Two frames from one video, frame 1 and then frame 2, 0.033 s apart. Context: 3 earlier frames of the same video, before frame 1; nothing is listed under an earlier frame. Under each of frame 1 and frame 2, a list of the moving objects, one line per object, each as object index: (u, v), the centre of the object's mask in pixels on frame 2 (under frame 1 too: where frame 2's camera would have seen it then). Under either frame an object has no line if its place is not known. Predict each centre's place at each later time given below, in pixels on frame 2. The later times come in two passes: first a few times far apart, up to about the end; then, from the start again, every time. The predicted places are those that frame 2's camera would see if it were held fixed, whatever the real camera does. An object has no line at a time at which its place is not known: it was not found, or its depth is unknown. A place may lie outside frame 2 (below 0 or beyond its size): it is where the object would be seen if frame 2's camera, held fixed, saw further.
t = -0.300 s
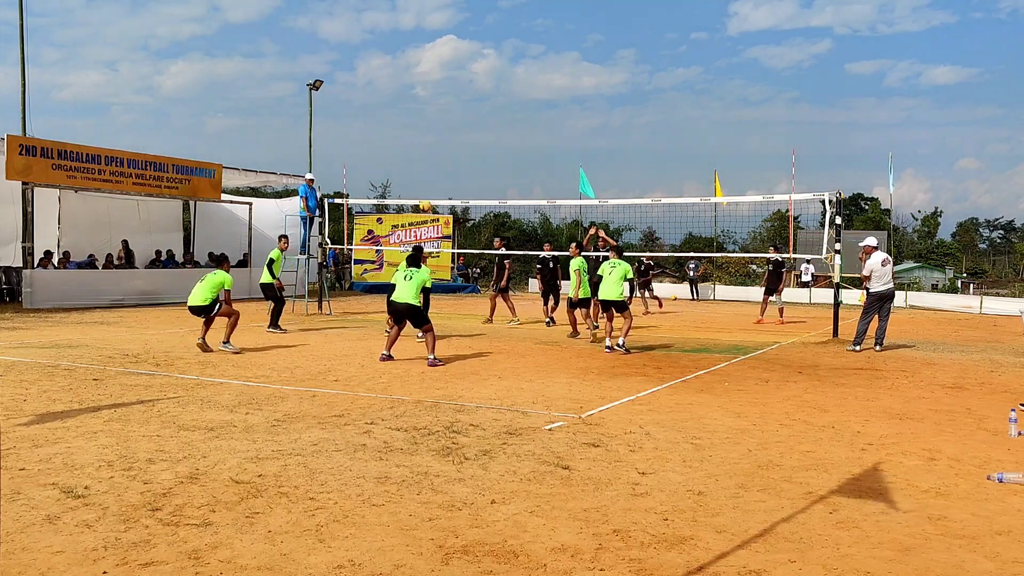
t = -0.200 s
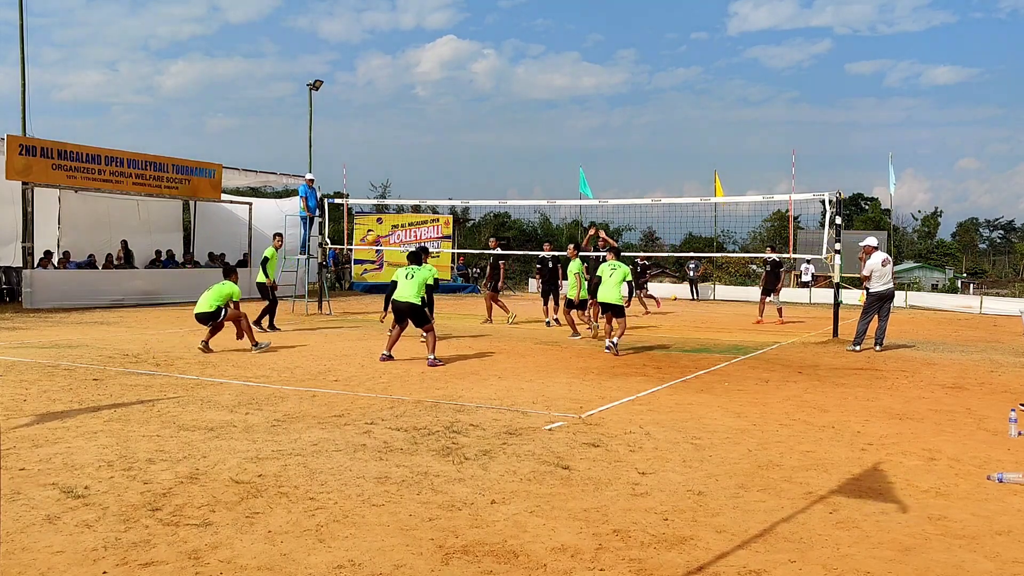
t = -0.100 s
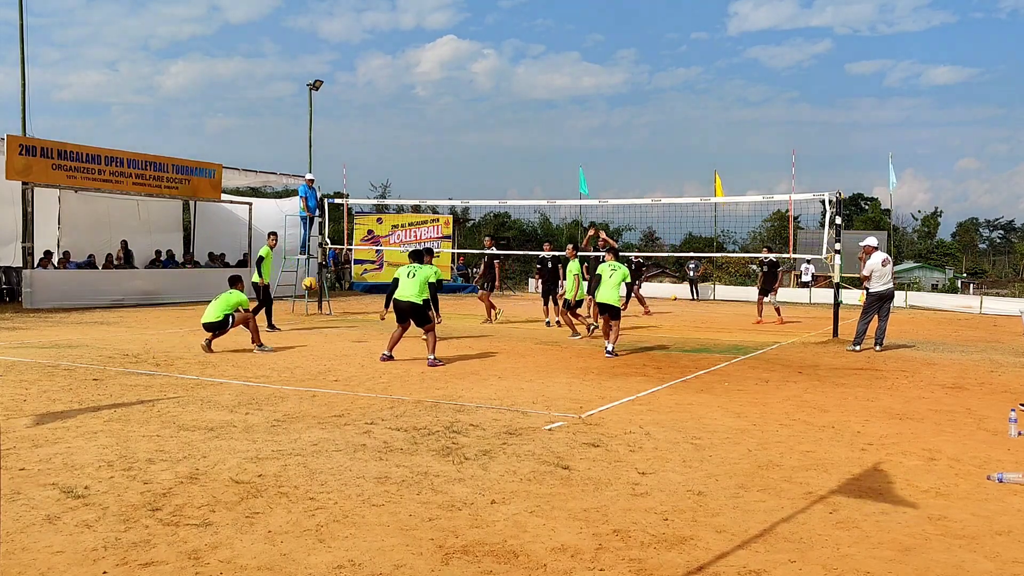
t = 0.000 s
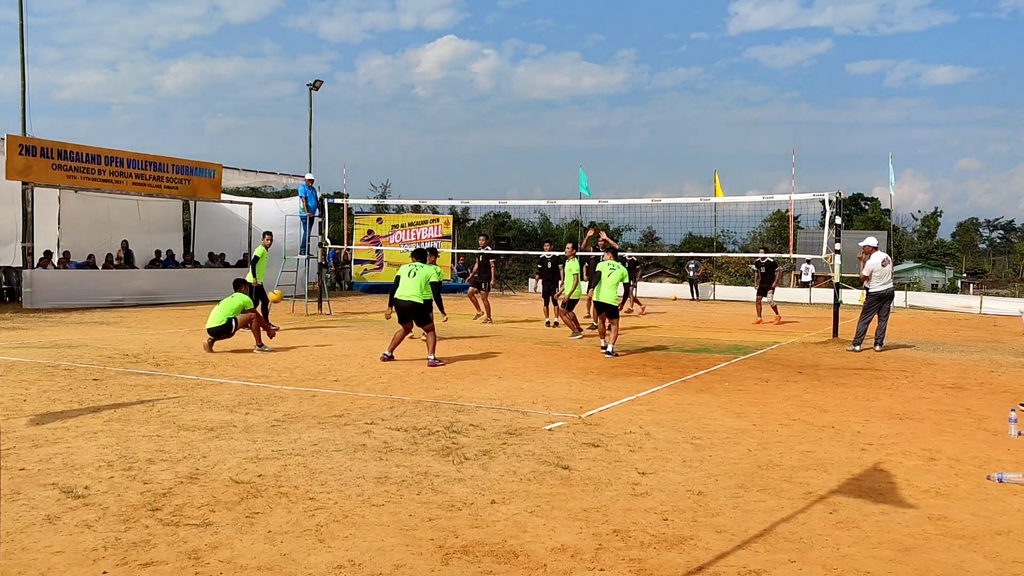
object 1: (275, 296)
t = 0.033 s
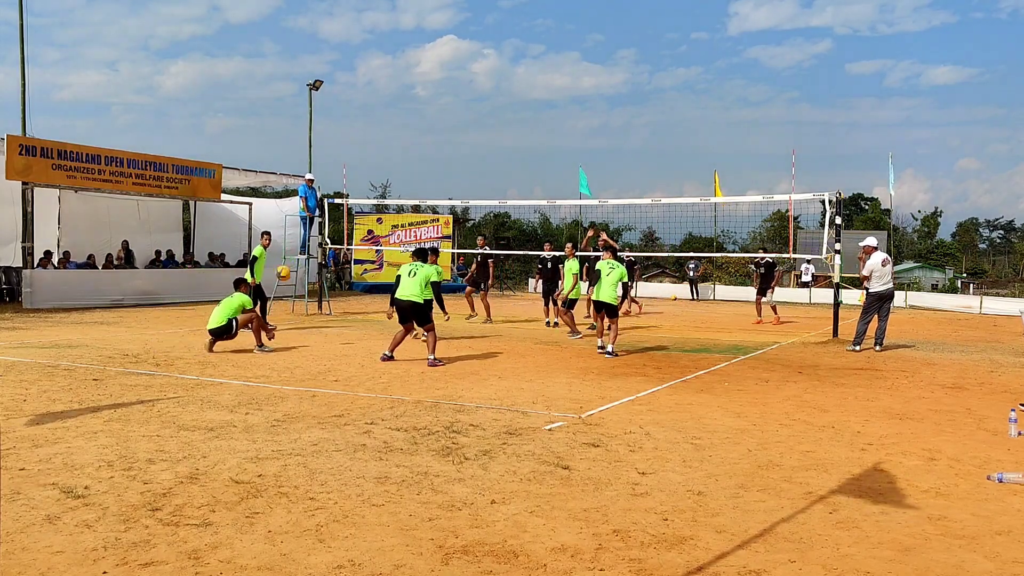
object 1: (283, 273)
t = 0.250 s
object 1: (328, 153)
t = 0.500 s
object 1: (371, 64)
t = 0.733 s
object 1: (406, 21)
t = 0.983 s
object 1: (439, 15)
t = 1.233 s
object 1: (469, 45)
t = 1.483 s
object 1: (496, 107)
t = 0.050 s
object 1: (287, 262)
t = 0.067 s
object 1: (290, 252)
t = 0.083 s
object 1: (294, 242)
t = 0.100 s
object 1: (298, 232)
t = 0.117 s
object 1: (301, 222)
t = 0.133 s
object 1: (305, 212)
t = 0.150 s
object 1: (309, 204)
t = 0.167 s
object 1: (312, 195)
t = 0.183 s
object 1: (316, 186)
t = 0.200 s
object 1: (320, 177)
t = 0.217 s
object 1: (322, 169)
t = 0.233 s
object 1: (325, 161)
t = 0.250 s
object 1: (328, 153)
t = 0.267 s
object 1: (331, 146)
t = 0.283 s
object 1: (334, 139)
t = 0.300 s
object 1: (337, 131)
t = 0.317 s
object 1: (340, 125)
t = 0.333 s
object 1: (343, 118)
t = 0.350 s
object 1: (347, 112)
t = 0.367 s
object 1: (349, 105)
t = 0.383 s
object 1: (352, 99)
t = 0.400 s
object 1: (354, 94)
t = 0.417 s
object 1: (357, 88)
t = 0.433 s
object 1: (360, 83)
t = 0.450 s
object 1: (363, 78)
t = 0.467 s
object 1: (366, 73)
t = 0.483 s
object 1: (369, 69)
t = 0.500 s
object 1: (371, 64)
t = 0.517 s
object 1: (374, 59)
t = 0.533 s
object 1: (377, 55)
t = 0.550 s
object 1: (379, 51)
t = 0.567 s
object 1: (382, 48)
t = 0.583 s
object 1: (384, 44)
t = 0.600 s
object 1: (387, 41)
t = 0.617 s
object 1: (389, 37)
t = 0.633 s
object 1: (392, 35)
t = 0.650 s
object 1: (394, 32)
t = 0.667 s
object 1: (397, 29)
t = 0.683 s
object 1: (399, 27)
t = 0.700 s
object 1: (402, 25)
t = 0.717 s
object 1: (404, 23)
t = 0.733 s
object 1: (406, 21)
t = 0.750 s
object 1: (409, 20)
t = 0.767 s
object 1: (411, 18)
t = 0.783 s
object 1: (413, 16)
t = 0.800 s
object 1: (415, 15)
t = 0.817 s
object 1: (418, 15)
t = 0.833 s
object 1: (420, 14)
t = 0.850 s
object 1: (422, 13)
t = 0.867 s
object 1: (424, 13)
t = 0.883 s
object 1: (426, 12)
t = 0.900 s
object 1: (428, 12)
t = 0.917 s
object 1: (431, 13)
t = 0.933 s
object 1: (433, 13)
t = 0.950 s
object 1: (435, 13)
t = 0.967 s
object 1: (437, 14)
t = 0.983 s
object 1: (439, 15)
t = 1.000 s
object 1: (441, 15)
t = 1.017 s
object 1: (443, 16)
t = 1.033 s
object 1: (445, 18)
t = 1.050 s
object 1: (447, 19)
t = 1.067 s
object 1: (449, 20)
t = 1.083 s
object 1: (451, 22)
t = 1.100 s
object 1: (453, 24)
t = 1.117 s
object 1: (455, 26)
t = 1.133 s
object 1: (457, 28)
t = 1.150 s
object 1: (459, 31)
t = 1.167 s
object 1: (461, 33)
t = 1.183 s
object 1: (463, 36)
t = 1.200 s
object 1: (465, 39)
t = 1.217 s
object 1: (467, 41)
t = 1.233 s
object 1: (469, 45)
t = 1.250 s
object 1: (471, 48)
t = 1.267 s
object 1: (473, 51)
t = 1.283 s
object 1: (475, 55)
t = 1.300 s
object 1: (476, 58)
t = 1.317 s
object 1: (478, 62)
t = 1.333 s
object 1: (480, 66)
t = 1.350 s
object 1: (482, 70)
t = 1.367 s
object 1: (484, 75)
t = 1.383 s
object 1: (485, 79)
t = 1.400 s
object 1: (487, 83)
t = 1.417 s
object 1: (489, 88)
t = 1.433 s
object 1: (491, 93)
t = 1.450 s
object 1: (493, 97)
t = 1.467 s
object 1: (494, 102)
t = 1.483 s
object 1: (496, 107)
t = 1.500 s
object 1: (498, 113)
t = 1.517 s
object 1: (500, 118)
